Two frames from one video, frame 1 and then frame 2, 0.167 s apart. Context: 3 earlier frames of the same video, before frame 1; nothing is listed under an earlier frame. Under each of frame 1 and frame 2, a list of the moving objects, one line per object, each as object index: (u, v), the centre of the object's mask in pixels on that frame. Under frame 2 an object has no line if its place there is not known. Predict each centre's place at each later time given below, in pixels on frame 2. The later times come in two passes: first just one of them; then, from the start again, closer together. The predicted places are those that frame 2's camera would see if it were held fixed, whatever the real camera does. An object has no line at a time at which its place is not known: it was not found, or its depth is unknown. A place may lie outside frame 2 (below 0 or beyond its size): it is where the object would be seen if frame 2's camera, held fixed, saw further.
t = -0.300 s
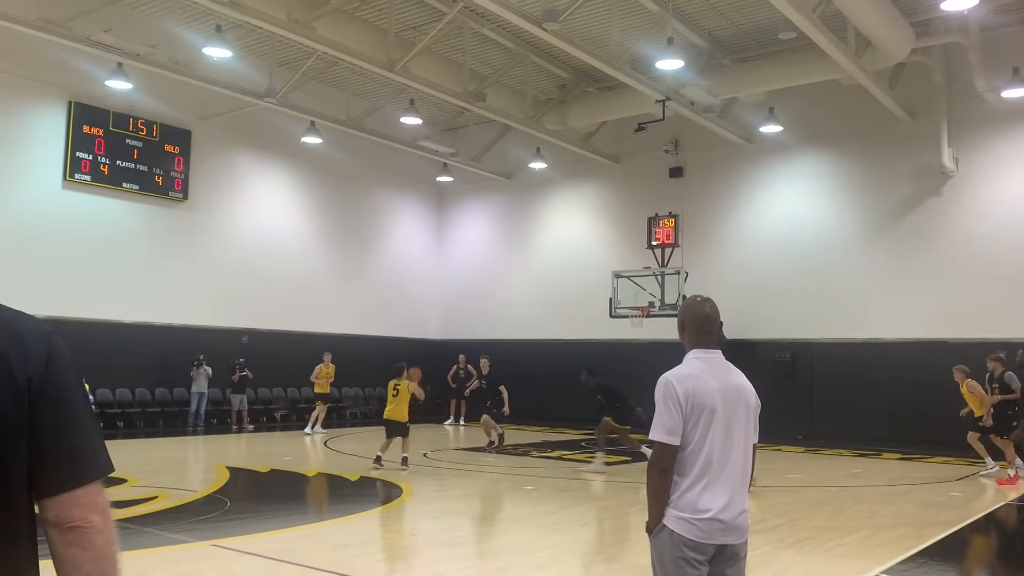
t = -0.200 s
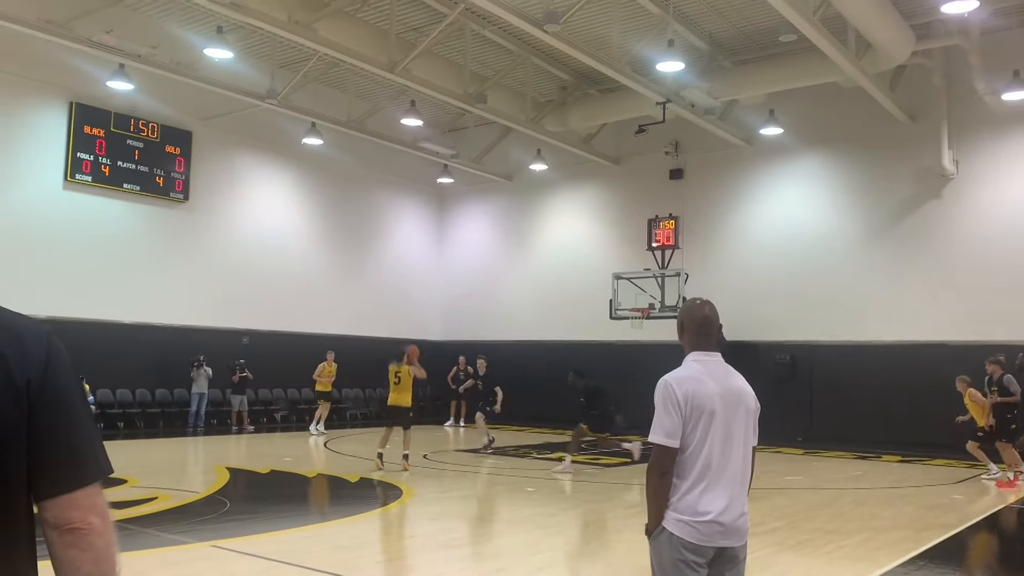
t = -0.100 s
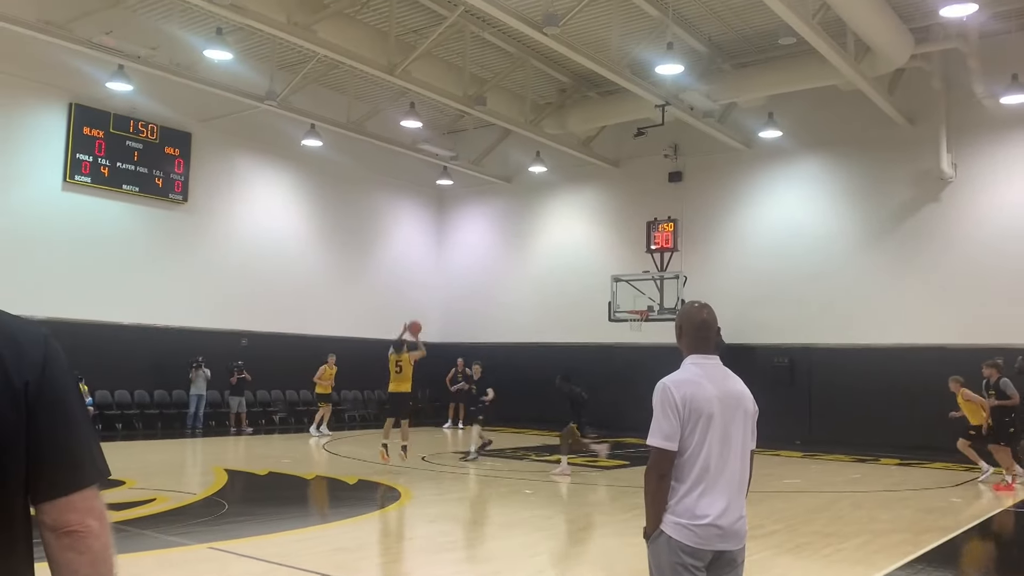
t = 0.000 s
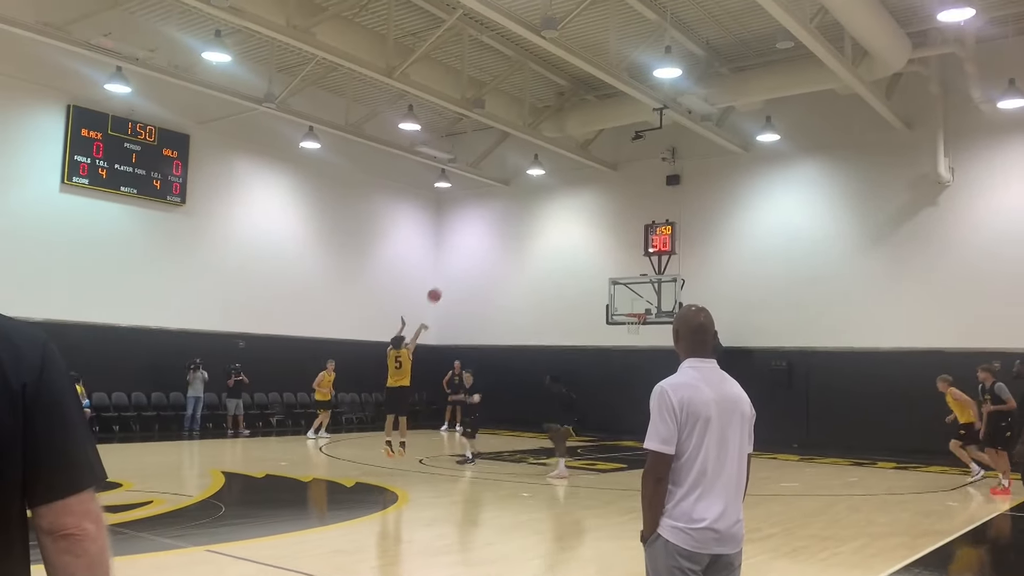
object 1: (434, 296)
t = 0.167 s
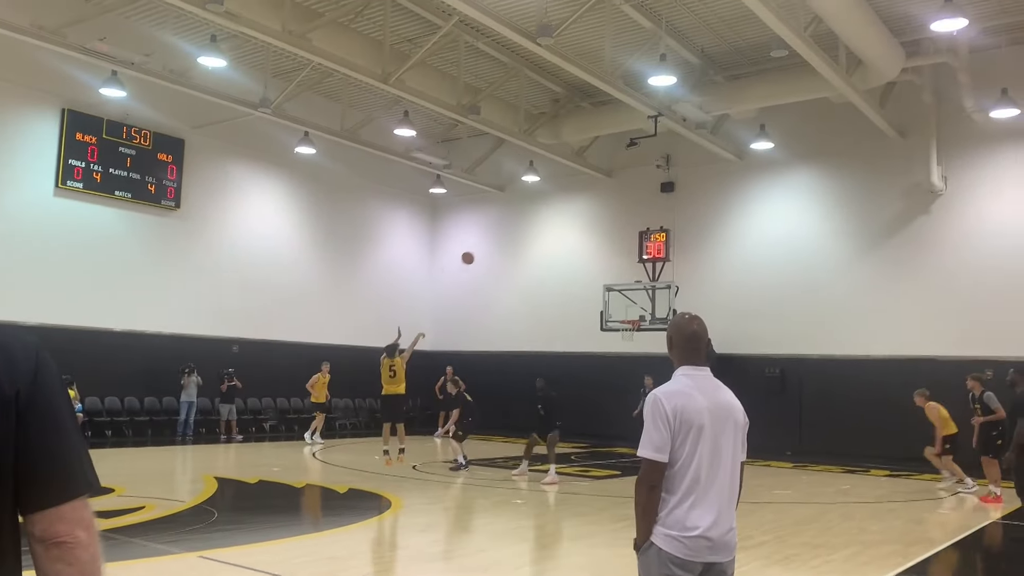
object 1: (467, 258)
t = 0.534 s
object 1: (539, 225)
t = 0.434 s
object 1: (521, 227)
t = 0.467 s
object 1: (527, 226)
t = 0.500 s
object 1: (533, 225)
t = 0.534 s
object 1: (539, 225)
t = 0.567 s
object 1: (544, 226)
